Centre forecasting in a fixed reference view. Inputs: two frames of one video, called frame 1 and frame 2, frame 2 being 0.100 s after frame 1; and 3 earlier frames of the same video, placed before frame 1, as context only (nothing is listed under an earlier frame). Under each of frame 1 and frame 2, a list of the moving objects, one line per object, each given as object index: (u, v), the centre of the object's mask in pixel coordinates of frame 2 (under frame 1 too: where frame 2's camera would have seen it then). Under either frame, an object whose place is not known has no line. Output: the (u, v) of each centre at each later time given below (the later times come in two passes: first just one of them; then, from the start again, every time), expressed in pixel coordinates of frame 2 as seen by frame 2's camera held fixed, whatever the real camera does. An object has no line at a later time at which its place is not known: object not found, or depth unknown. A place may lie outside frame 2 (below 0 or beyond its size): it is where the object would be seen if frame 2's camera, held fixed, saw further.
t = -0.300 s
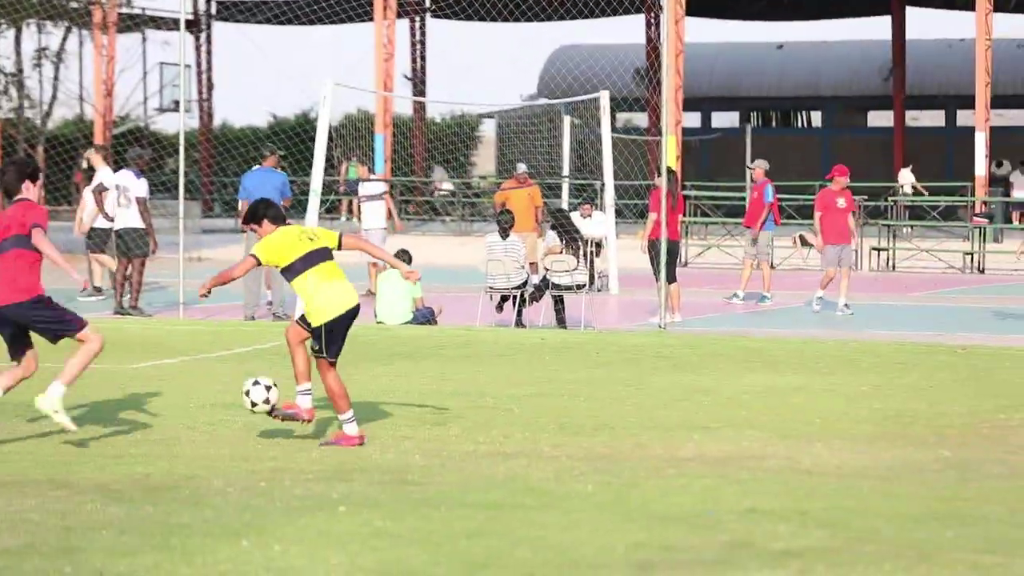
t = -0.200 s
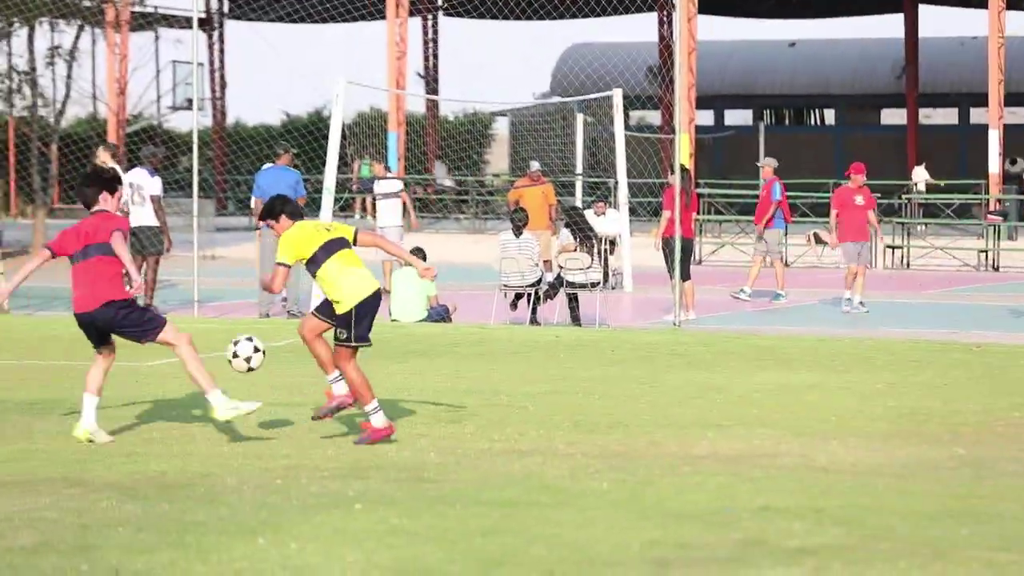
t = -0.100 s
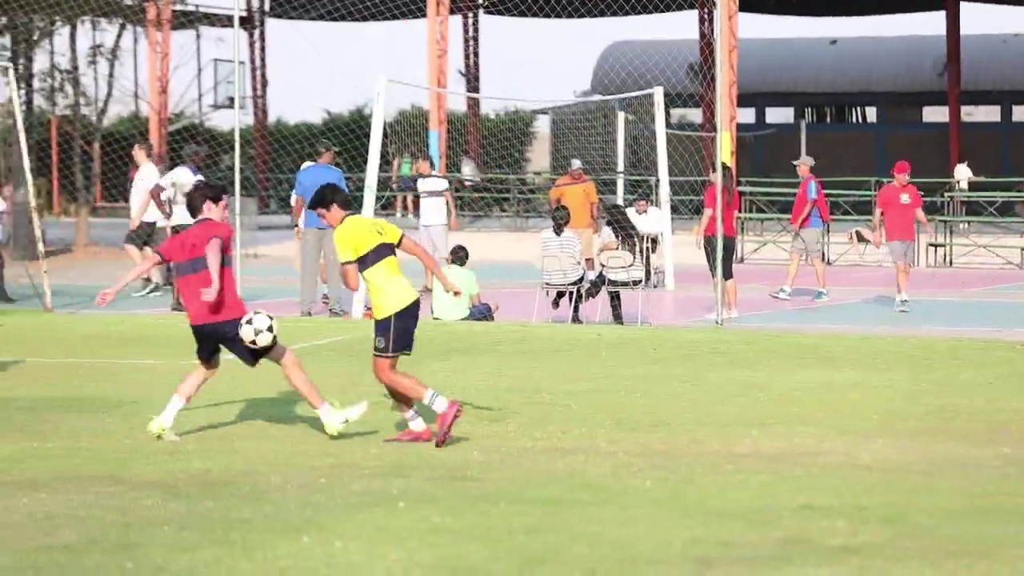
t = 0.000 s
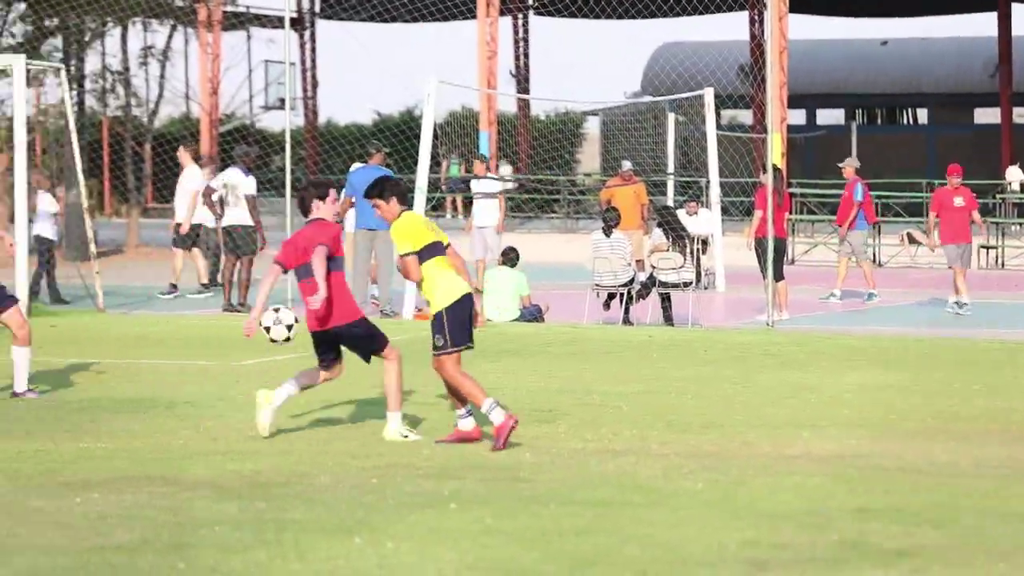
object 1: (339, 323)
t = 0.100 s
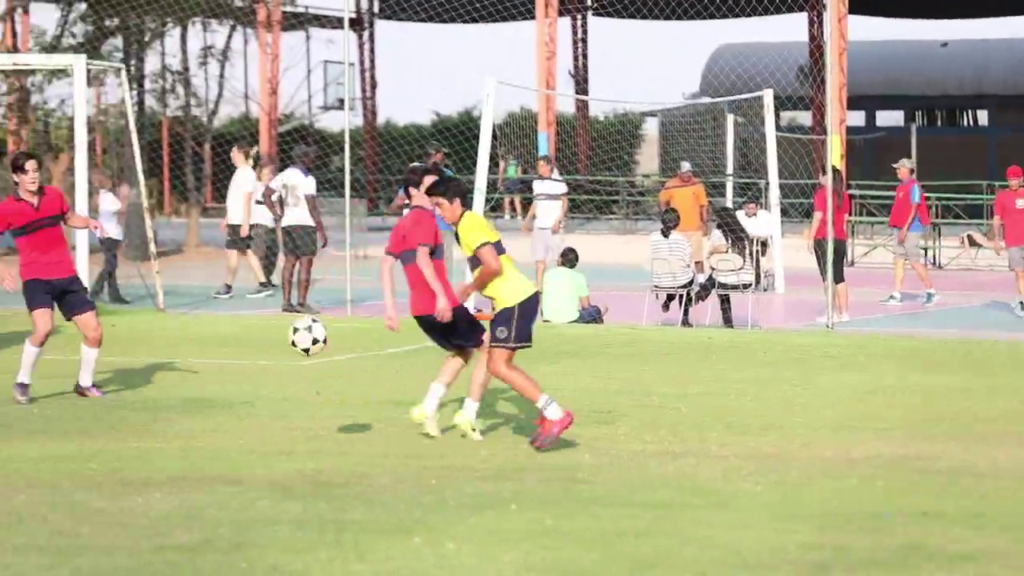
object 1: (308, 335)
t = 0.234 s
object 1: (266, 380)
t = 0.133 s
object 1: (297, 344)
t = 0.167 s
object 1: (286, 354)
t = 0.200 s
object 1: (276, 366)
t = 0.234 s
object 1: (266, 380)
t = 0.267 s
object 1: (256, 397)
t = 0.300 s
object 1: (244, 416)
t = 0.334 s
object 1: (234, 439)
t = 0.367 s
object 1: (226, 445)
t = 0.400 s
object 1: (222, 433)
